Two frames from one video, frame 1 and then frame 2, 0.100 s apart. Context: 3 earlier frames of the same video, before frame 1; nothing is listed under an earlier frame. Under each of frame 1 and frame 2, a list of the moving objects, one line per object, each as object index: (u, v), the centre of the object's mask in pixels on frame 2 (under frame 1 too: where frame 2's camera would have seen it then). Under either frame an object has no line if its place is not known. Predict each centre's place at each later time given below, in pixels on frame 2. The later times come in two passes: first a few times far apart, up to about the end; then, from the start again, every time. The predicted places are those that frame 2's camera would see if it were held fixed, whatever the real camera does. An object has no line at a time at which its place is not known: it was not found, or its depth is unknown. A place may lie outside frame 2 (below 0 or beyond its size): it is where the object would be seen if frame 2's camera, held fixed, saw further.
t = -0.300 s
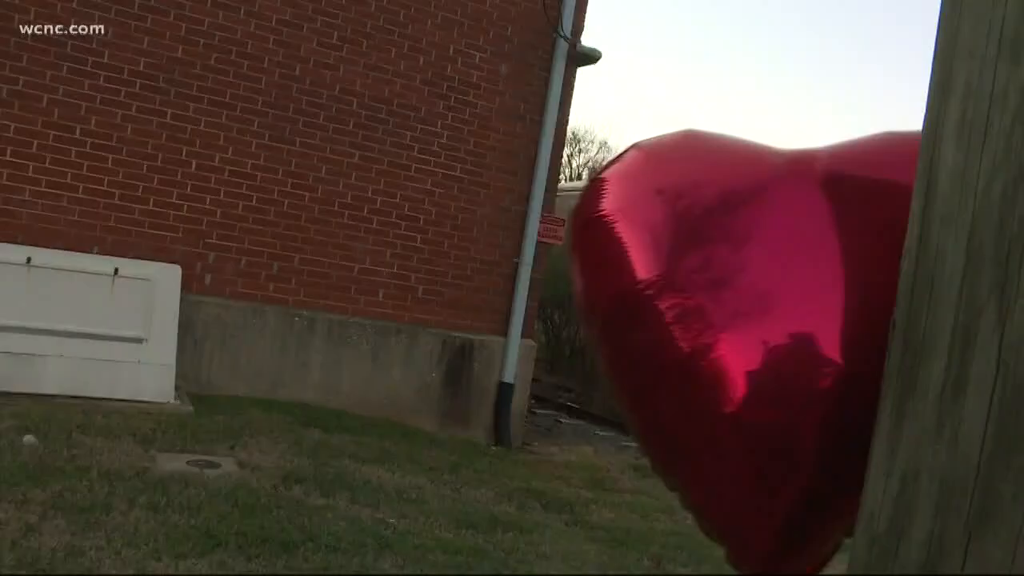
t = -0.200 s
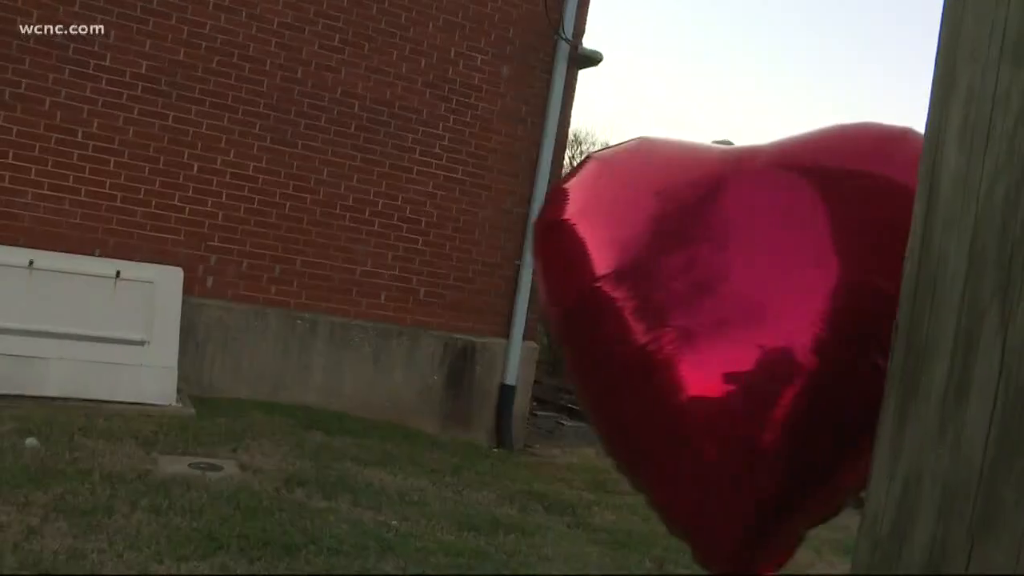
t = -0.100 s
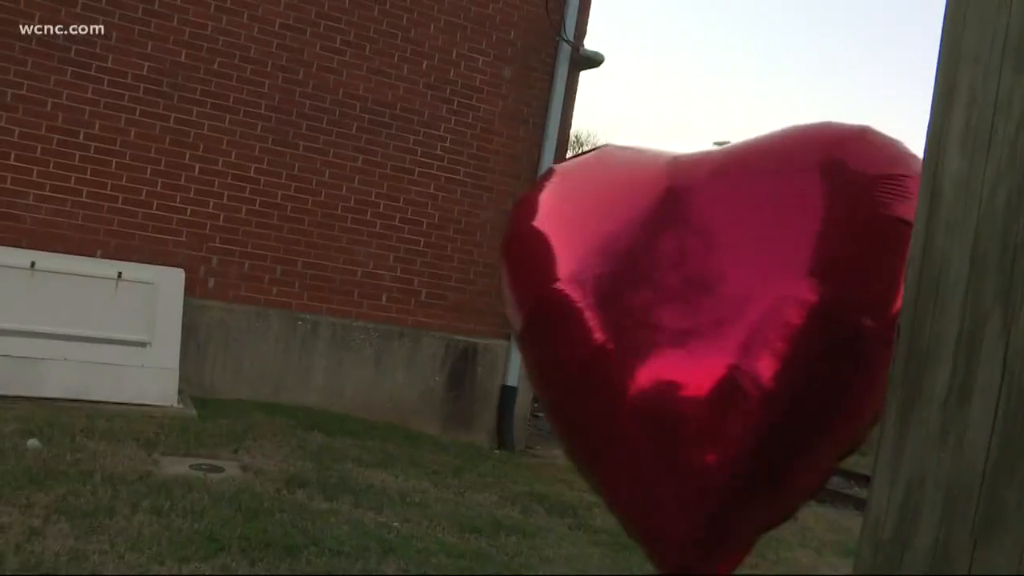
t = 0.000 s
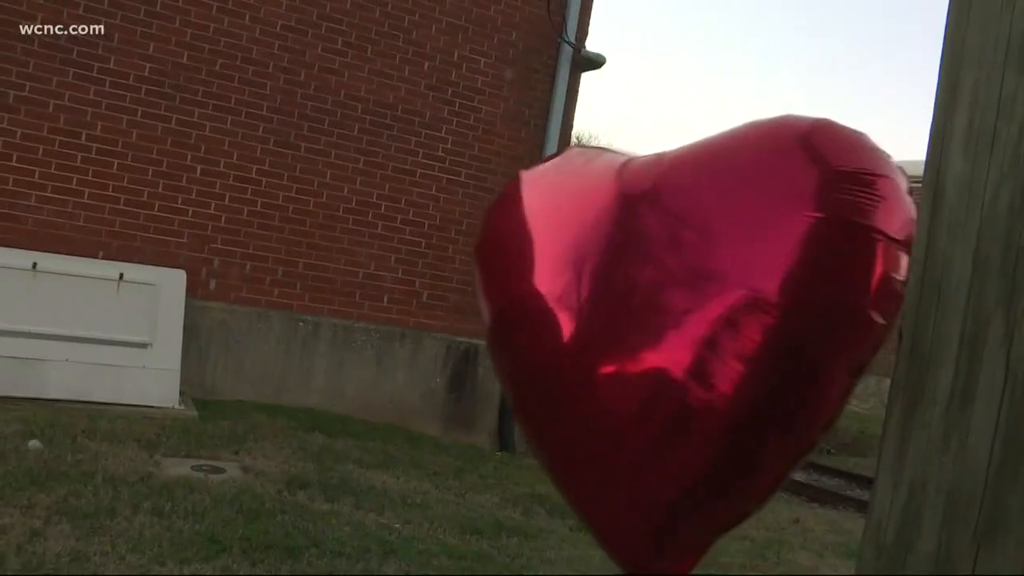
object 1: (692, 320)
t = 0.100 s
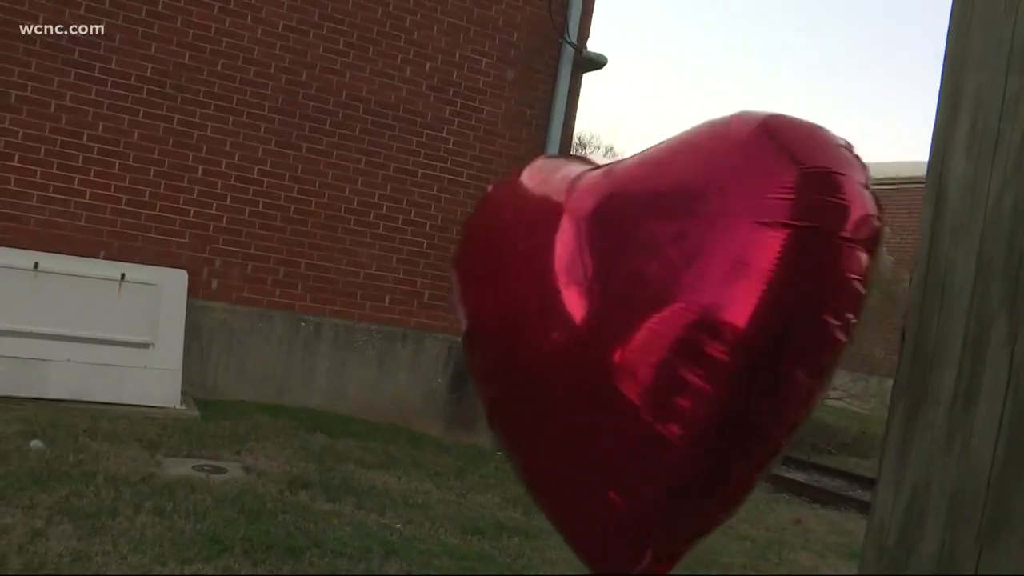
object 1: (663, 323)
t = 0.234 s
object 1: (628, 325)
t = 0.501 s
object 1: (581, 328)
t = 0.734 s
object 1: (557, 329)
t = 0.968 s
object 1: (565, 322)
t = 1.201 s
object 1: (603, 306)
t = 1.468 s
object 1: (695, 298)
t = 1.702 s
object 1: (779, 296)
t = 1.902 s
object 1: (821, 308)
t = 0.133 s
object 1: (653, 324)
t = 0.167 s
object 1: (644, 324)
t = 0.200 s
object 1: (636, 324)
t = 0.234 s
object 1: (628, 325)
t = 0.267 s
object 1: (621, 325)
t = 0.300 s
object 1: (615, 326)
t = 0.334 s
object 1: (609, 326)
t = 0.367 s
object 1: (602, 326)
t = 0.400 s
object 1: (596, 326)
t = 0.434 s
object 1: (591, 326)
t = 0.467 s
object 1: (586, 327)
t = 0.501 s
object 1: (581, 328)
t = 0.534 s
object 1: (576, 329)
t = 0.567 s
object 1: (570, 329)
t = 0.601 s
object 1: (567, 330)
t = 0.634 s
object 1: (563, 330)
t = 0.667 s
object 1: (560, 329)
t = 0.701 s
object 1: (558, 328)
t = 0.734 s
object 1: (557, 329)
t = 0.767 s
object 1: (556, 329)
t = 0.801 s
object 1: (556, 329)
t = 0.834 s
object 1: (557, 328)
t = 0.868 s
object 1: (558, 327)
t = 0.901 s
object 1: (560, 326)
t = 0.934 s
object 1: (562, 324)
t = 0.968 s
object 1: (565, 322)
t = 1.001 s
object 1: (568, 321)
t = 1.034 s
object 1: (572, 319)
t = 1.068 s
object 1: (576, 317)
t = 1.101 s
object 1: (581, 314)
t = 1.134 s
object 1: (588, 311)
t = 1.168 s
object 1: (595, 308)
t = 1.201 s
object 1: (603, 306)
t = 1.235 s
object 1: (612, 305)
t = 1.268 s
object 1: (621, 302)
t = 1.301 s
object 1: (631, 300)
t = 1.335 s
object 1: (642, 299)
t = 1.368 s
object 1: (654, 299)
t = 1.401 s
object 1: (667, 298)
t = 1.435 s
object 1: (680, 298)
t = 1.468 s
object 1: (695, 298)
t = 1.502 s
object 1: (711, 299)
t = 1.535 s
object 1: (727, 299)
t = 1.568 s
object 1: (740, 299)
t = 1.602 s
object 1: (751, 299)
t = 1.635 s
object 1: (760, 299)
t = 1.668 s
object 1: (770, 297)
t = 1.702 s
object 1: (779, 296)
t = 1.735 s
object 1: (788, 295)
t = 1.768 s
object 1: (794, 294)
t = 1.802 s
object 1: (800, 295)
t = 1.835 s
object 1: (806, 298)
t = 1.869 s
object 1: (813, 303)
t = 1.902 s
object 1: (821, 308)
